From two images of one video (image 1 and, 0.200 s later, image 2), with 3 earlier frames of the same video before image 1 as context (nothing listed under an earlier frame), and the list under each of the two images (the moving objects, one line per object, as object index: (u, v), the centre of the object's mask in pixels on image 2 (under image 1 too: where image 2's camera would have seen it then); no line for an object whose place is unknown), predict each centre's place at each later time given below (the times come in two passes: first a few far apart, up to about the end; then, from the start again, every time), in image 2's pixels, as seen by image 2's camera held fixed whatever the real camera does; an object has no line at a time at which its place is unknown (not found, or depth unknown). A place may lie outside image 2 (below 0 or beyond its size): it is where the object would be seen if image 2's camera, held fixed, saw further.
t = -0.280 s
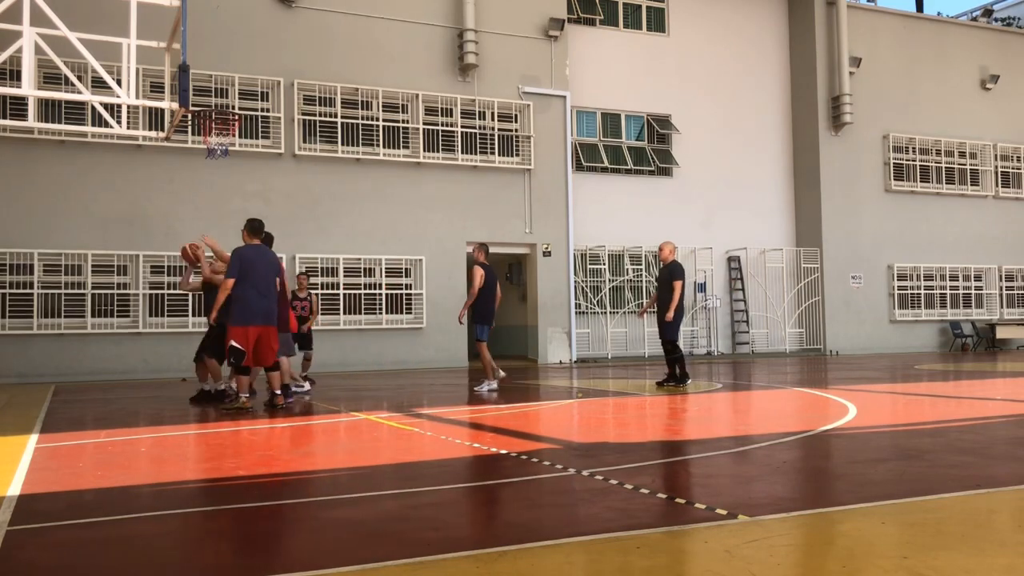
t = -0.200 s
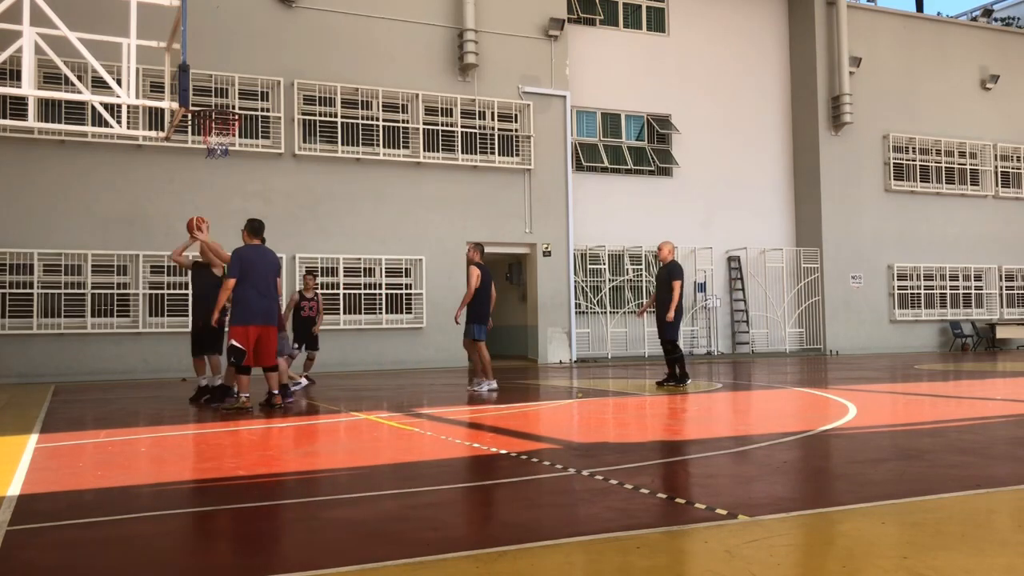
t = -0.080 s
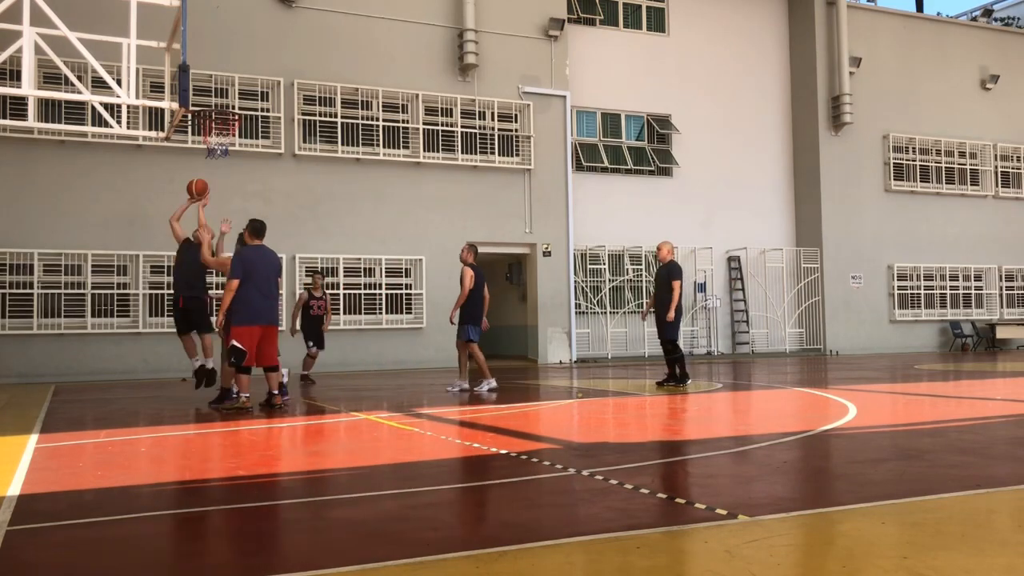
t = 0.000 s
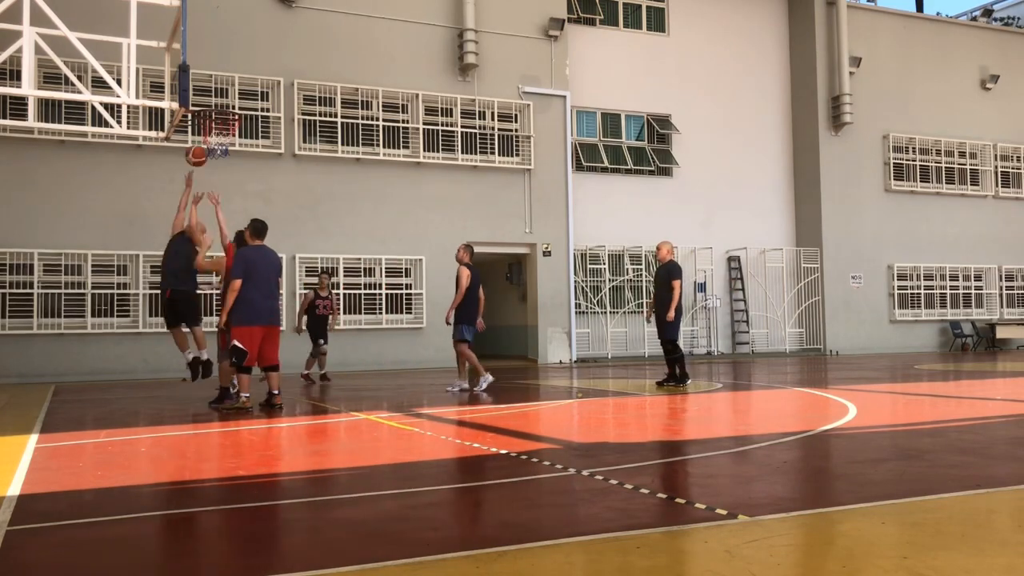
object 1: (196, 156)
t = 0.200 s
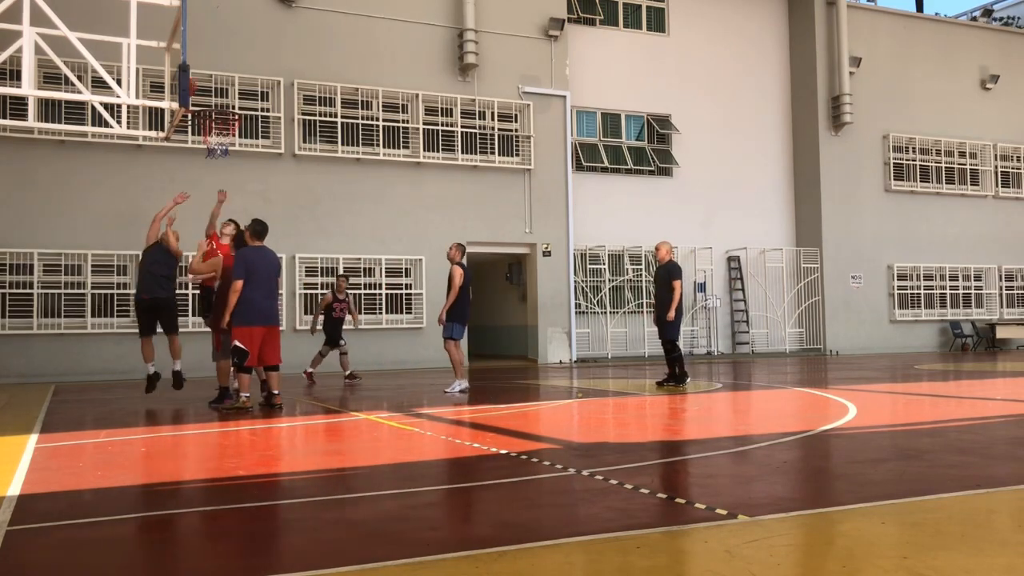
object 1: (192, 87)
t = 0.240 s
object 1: (192, 81)
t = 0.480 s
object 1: (200, 85)
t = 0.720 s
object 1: (211, 94)
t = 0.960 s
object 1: (219, 105)
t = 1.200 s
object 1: (220, 151)
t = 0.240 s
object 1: (192, 81)
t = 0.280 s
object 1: (192, 78)
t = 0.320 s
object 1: (194, 76)
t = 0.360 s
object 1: (195, 77)
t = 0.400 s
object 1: (197, 79)
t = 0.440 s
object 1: (198, 81)
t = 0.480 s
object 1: (200, 85)
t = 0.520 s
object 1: (202, 93)
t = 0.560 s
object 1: (204, 99)
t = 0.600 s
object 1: (206, 105)
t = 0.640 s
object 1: (208, 102)
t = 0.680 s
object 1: (209, 98)
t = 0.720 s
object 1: (211, 94)
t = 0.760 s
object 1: (212, 93)
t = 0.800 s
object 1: (213, 93)
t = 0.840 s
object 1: (215, 94)
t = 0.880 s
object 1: (216, 96)
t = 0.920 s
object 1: (217, 100)
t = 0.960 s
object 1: (219, 105)
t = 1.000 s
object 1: (220, 112)
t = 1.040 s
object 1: (219, 116)
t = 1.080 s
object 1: (220, 120)
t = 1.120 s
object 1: (219, 129)
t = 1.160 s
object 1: (220, 136)
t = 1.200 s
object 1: (220, 151)
